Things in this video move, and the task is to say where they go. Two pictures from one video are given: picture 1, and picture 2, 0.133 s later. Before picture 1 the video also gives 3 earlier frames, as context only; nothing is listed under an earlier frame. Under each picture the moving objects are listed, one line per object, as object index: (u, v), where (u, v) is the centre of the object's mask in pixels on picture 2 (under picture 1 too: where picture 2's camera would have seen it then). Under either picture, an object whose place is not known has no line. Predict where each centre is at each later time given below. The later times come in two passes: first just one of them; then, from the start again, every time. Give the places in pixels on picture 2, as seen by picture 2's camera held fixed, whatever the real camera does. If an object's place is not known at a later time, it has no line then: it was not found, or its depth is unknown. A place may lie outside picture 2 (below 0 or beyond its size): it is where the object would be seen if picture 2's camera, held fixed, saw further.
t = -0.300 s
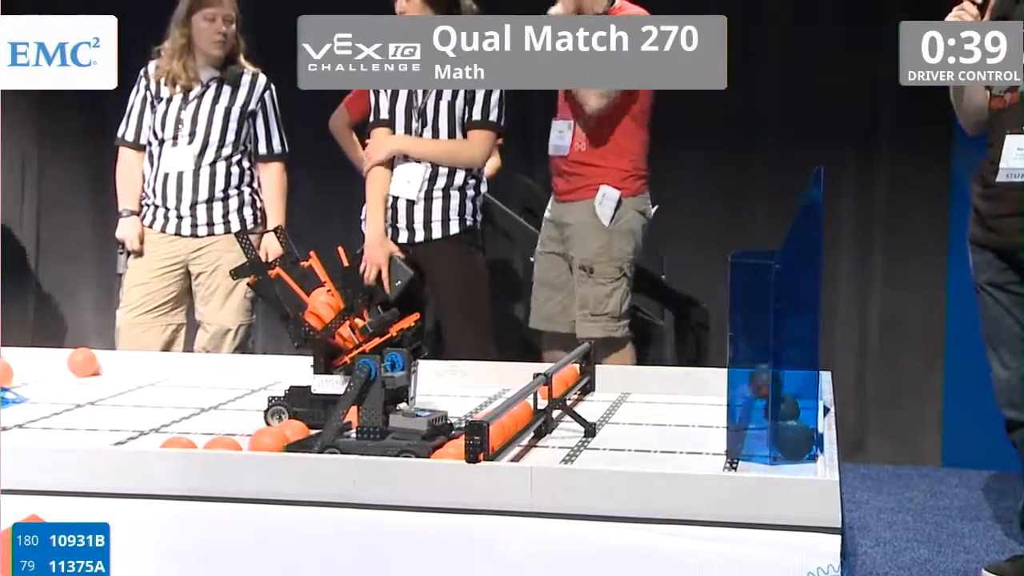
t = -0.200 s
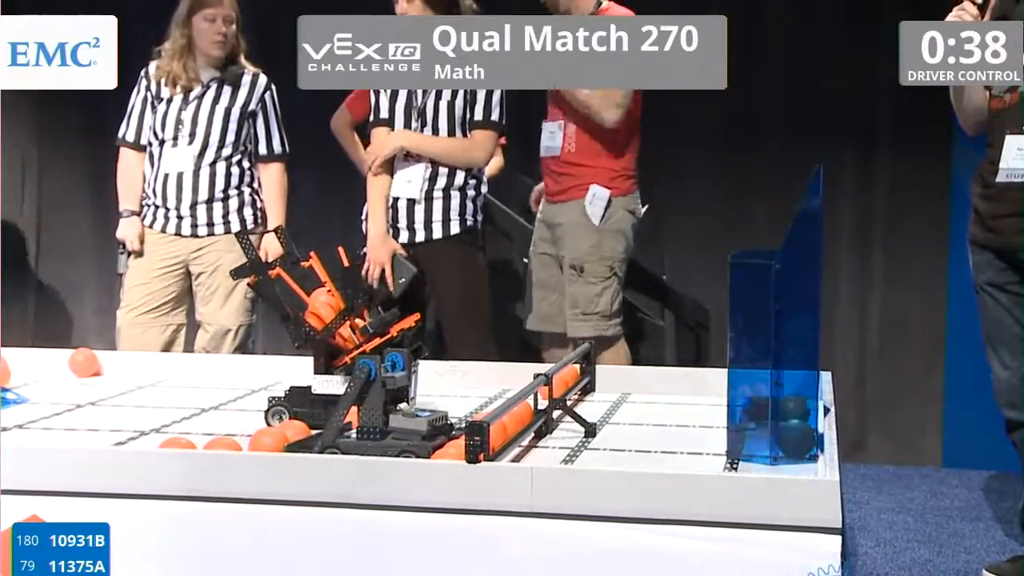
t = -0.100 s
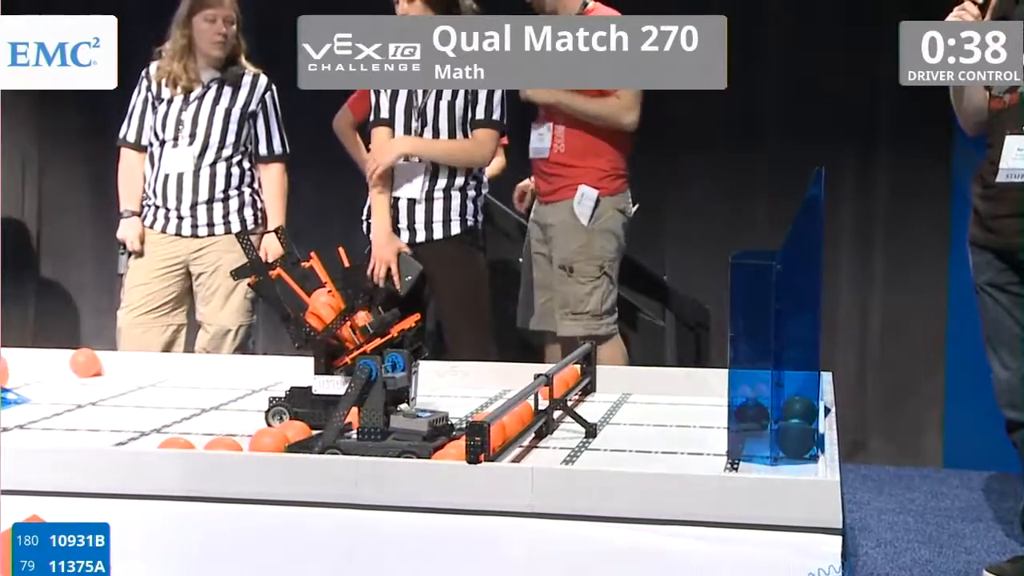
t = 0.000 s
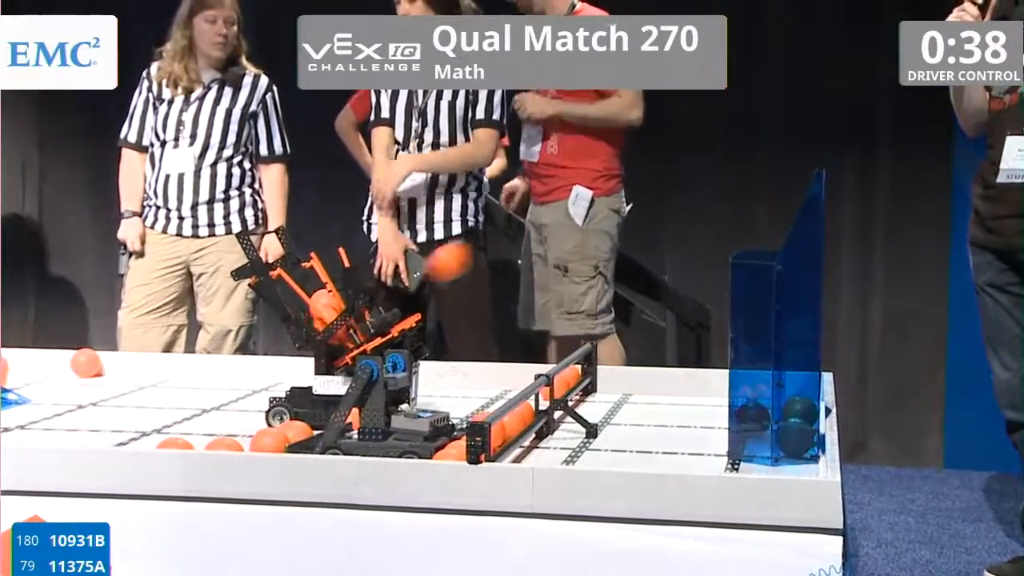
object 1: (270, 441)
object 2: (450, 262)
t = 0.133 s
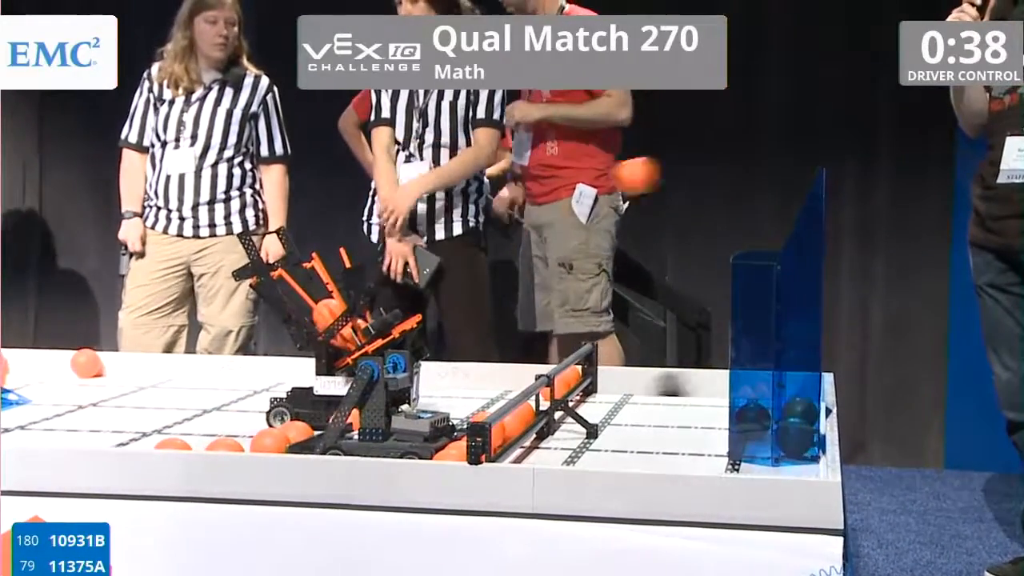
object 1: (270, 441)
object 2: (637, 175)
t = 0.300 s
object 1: (270, 441)
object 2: (802, 174)
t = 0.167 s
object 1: (270, 441)
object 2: (681, 166)
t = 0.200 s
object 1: (270, 441)
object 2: (729, 161)
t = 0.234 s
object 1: (270, 441)
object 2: (777, 162)
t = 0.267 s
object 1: (269, 441)
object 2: (809, 165)
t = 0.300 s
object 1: (270, 441)
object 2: (802, 174)
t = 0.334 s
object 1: (269, 441)
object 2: (795, 186)
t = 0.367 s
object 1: (265, 440)
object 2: (788, 204)
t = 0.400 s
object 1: (260, 437)
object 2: (781, 227)
